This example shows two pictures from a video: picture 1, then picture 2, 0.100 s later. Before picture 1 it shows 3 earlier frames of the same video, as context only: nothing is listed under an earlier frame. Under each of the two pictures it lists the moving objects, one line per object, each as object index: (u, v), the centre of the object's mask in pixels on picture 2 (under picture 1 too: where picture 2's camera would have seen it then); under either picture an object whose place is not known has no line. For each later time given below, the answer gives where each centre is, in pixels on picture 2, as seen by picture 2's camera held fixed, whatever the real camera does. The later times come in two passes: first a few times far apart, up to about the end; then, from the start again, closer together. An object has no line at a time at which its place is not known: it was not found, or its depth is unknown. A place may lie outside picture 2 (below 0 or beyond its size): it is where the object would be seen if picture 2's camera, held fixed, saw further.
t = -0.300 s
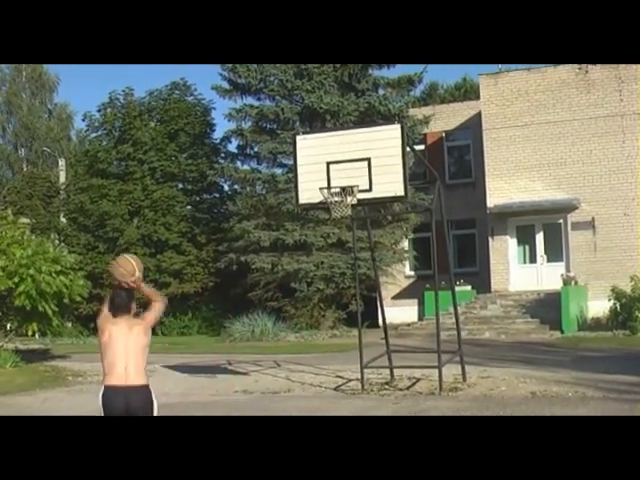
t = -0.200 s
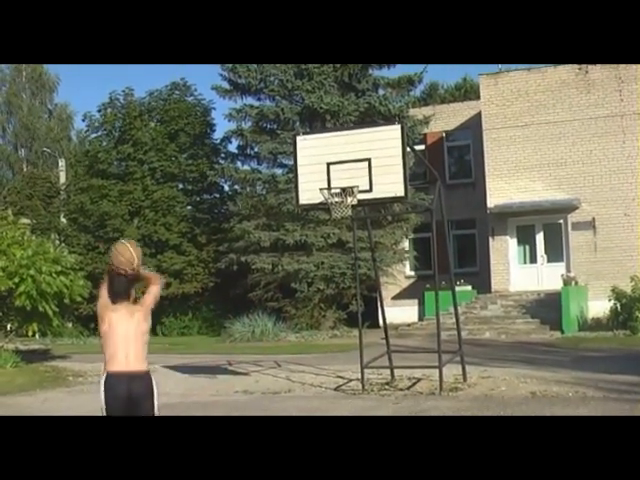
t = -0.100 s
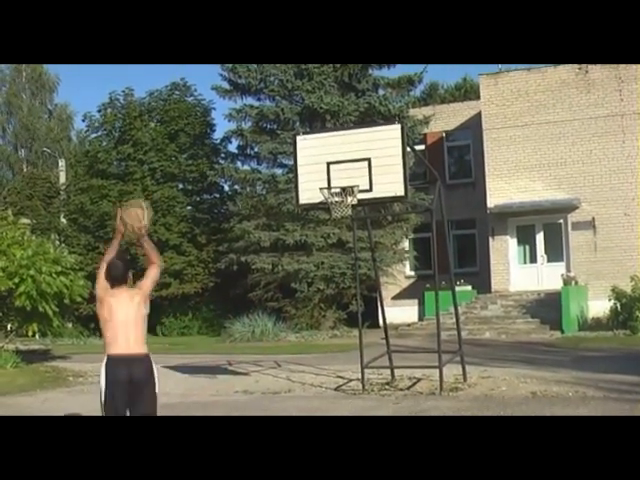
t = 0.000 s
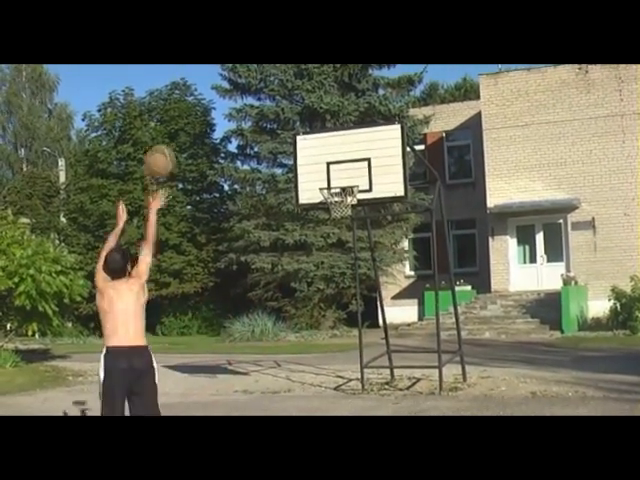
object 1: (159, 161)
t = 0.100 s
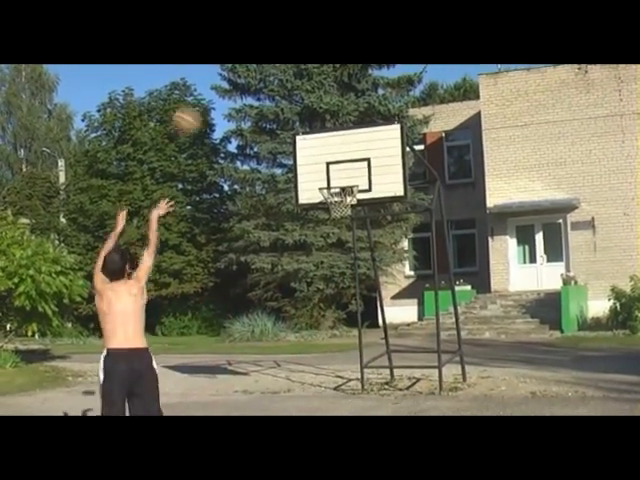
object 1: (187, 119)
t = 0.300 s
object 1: (233, 83)
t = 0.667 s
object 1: (301, 118)
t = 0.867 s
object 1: (333, 179)
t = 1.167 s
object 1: (350, 216)
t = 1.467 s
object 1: (360, 286)
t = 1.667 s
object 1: (369, 373)
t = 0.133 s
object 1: (194, 112)
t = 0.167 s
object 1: (202, 101)
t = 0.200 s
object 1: (210, 97)
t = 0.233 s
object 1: (218, 91)
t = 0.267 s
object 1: (225, 88)
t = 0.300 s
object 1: (233, 83)
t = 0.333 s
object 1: (239, 82)
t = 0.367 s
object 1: (245, 81)
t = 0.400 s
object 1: (252, 82)
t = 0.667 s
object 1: (301, 118)
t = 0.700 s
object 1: (307, 127)
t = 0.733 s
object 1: (310, 135)
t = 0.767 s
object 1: (317, 146)
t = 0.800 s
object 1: (322, 155)
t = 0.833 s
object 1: (327, 166)
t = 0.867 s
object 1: (333, 179)
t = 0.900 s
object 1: (338, 188)
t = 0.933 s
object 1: (340, 196)
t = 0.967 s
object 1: (349, 202)
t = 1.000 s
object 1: (347, 207)
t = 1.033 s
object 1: (348, 207)
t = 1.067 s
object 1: (348, 207)
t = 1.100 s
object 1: (348, 210)
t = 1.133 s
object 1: (350, 210)
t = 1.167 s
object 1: (350, 216)
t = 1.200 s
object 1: (350, 219)
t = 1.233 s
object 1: (351, 226)
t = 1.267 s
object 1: (351, 232)
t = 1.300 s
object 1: (353, 239)
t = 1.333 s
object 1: (354, 244)
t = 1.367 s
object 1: (356, 254)
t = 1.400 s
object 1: (357, 264)
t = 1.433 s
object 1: (359, 273)
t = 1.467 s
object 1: (360, 286)
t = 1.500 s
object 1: (362, 299)
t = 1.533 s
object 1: (363, 310)
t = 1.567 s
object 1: (364, 324)
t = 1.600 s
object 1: (367, 340)
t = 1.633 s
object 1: (368, 355)
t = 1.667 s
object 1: (369, 373)
